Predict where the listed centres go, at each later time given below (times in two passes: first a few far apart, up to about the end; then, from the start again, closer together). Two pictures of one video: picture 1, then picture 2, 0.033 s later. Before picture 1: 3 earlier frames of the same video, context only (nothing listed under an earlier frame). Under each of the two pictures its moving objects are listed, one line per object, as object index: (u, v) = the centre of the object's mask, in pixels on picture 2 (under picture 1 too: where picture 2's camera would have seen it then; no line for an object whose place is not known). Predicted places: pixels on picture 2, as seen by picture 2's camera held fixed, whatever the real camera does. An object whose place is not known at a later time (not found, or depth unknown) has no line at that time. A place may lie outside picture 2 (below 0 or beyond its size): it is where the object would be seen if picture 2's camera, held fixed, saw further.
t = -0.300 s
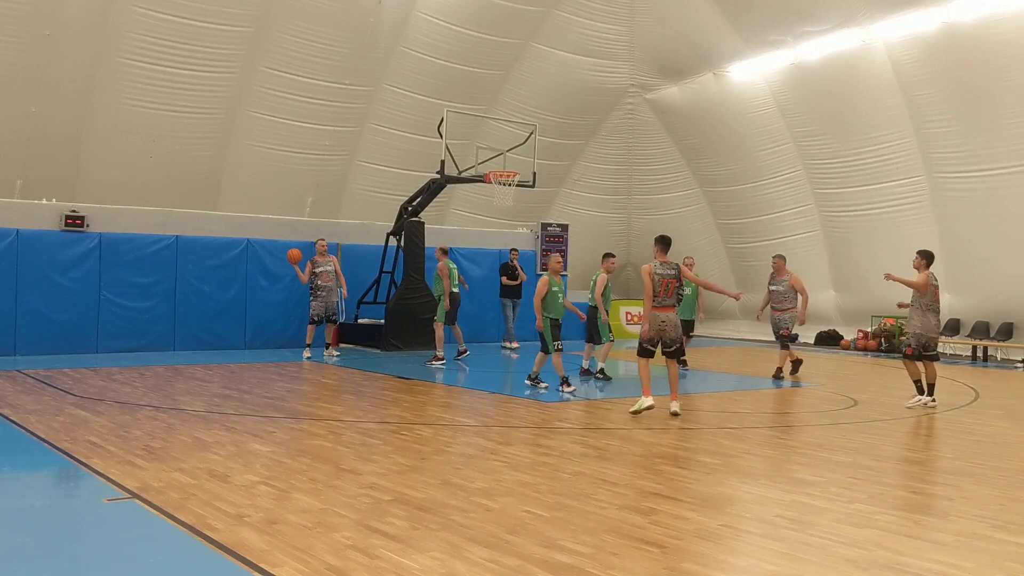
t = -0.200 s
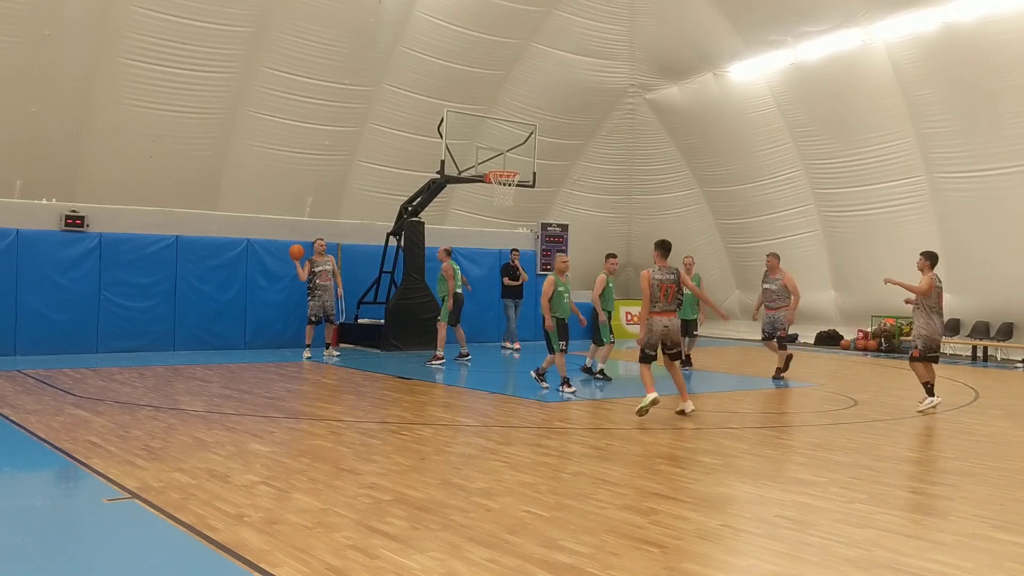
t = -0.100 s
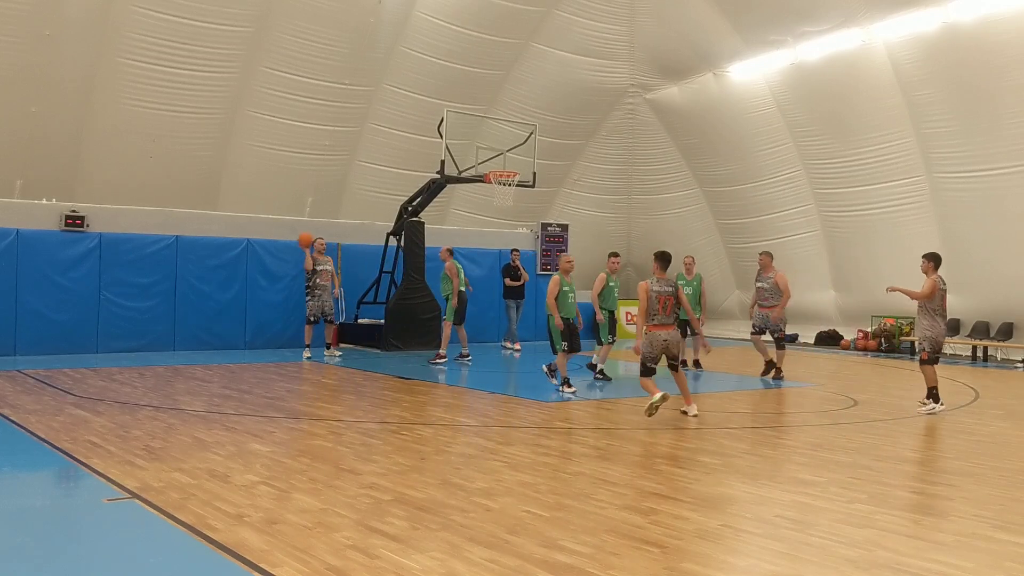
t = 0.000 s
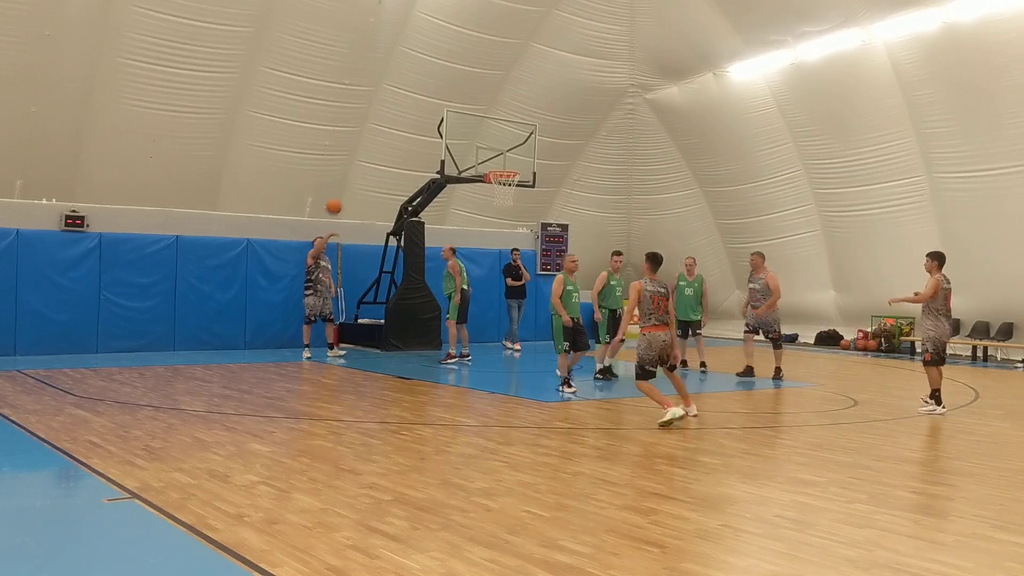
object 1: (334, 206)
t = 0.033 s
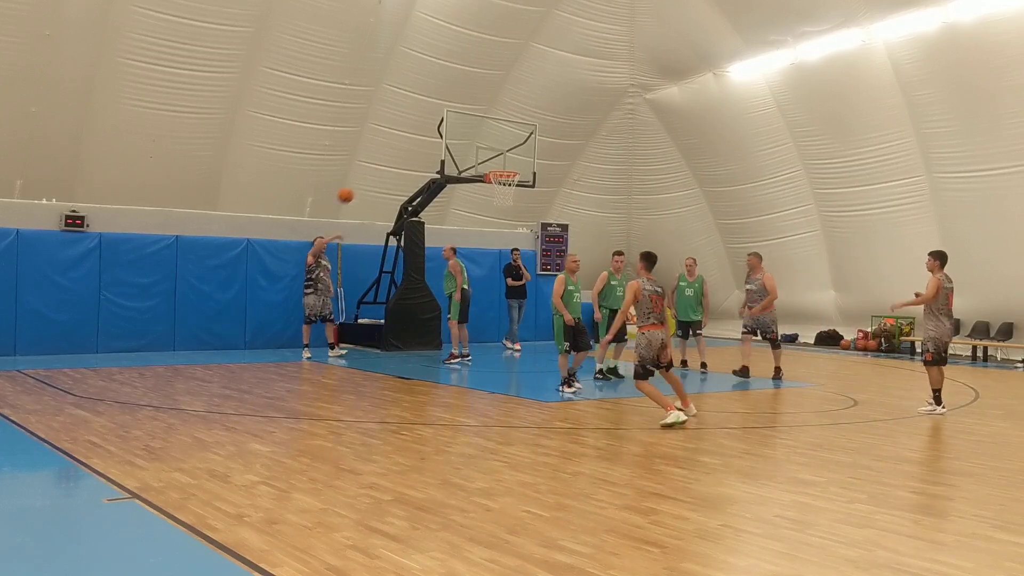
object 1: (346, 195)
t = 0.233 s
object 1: (419, 137)
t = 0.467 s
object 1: (514, 95)
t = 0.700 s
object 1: (622, 90)
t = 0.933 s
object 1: (742, 129)
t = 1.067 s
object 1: (820, 175)
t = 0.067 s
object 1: (357, 184)
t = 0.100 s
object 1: (369, 173)
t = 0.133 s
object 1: (382, 163)
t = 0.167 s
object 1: (394, 154)
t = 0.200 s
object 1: (406, 145)
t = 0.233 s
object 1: (419, 137)
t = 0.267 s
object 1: (432, 128)
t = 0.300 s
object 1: (445, 121)
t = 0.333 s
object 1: (459, 115)
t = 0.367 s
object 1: (472, 108)
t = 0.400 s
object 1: (486, 103)
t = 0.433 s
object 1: (499, 99)
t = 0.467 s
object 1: (514, 95)
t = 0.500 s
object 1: (528, 92)
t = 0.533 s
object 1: (543, 90)
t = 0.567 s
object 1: (559, 88)
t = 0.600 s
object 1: (574, 87)
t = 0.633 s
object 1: (589, 87)
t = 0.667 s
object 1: (605, 88)
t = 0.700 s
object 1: (622, 90)
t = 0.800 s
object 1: (672, 100)
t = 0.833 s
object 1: (689, 106)
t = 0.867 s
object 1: (706, 112)
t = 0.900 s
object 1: (724, 120)
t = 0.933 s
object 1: (742, 129)
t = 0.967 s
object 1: (761, 139)
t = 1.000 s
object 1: (780, 149)
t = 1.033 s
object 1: (800, 161)
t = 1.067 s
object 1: (820, 175)
